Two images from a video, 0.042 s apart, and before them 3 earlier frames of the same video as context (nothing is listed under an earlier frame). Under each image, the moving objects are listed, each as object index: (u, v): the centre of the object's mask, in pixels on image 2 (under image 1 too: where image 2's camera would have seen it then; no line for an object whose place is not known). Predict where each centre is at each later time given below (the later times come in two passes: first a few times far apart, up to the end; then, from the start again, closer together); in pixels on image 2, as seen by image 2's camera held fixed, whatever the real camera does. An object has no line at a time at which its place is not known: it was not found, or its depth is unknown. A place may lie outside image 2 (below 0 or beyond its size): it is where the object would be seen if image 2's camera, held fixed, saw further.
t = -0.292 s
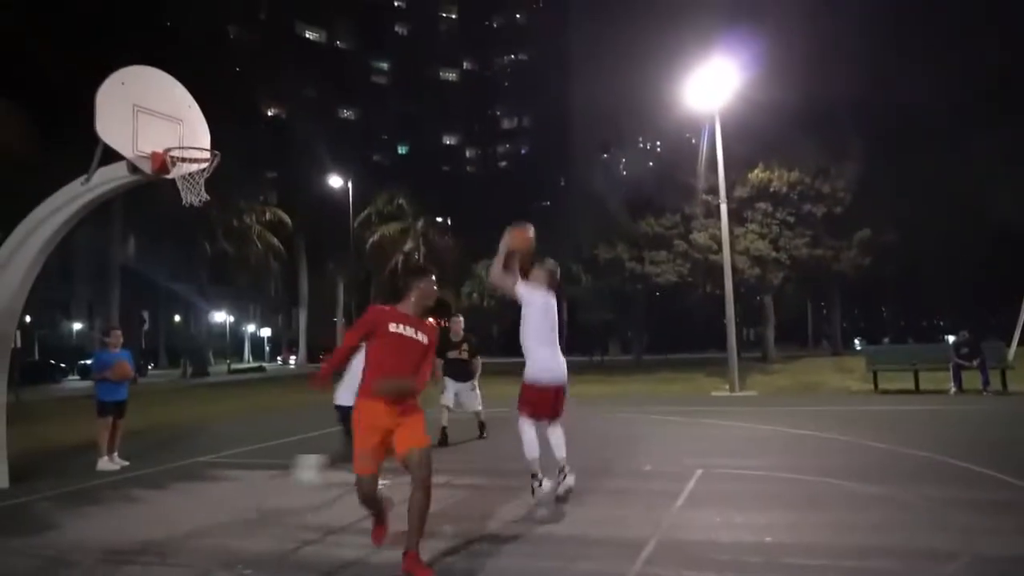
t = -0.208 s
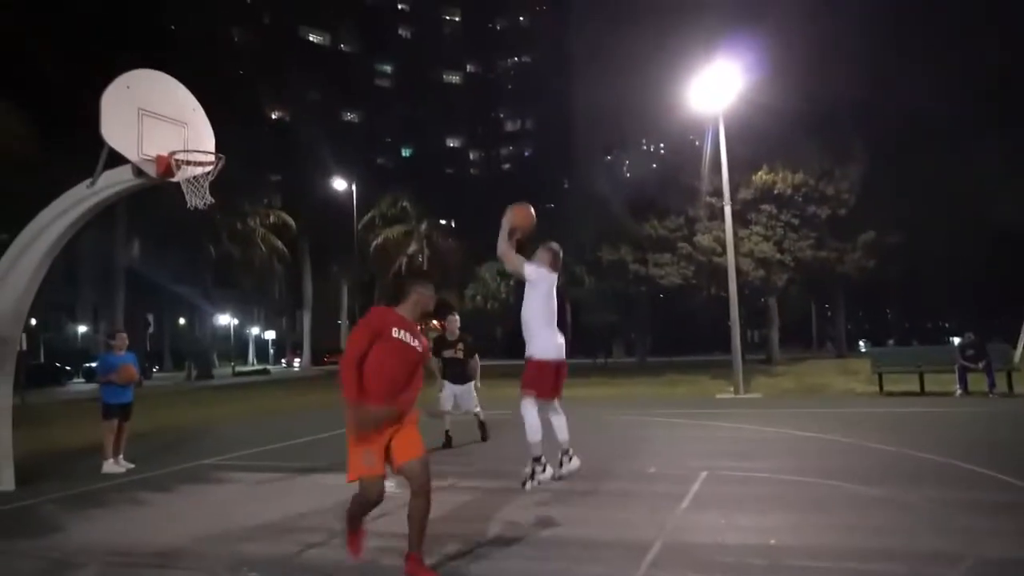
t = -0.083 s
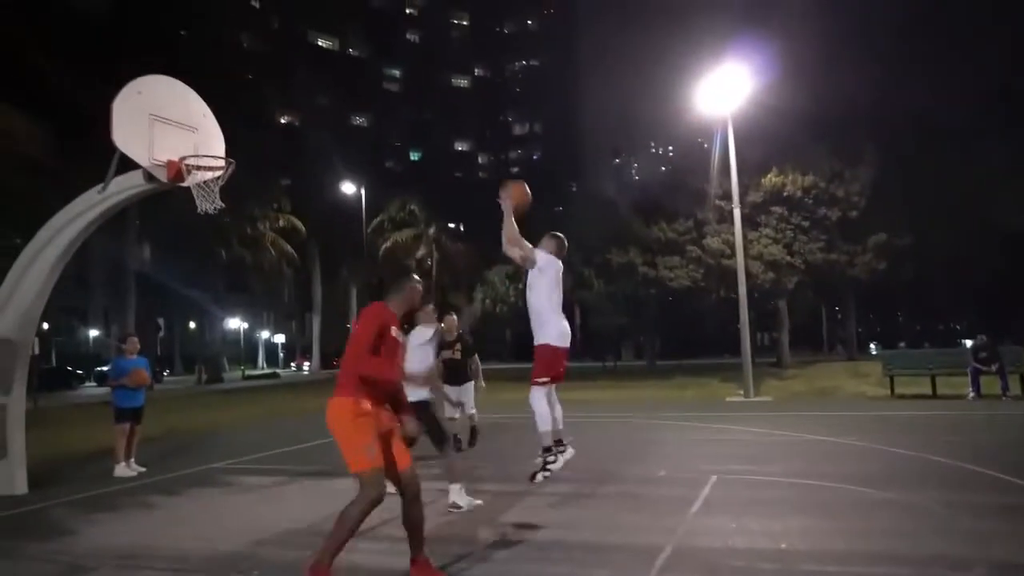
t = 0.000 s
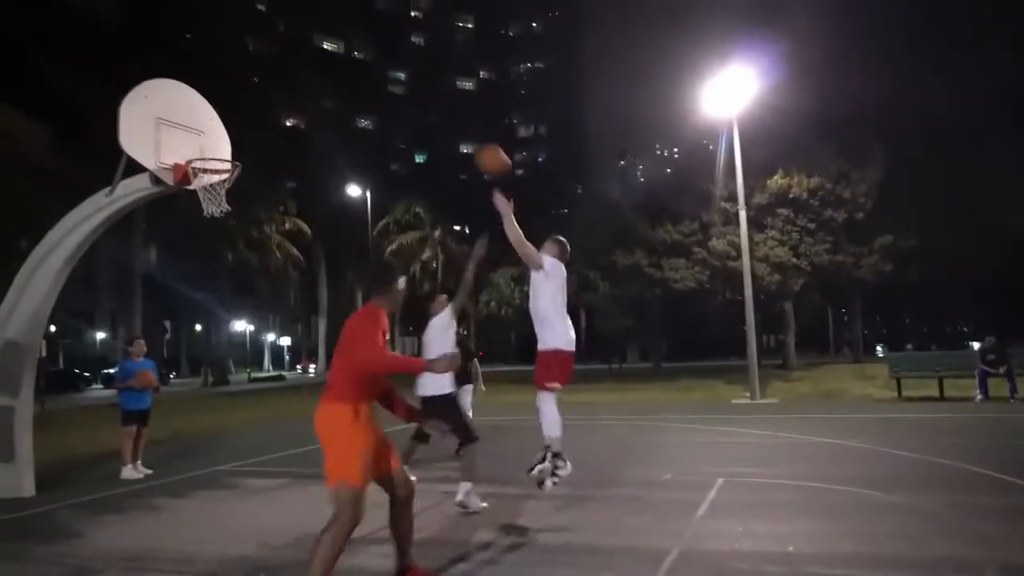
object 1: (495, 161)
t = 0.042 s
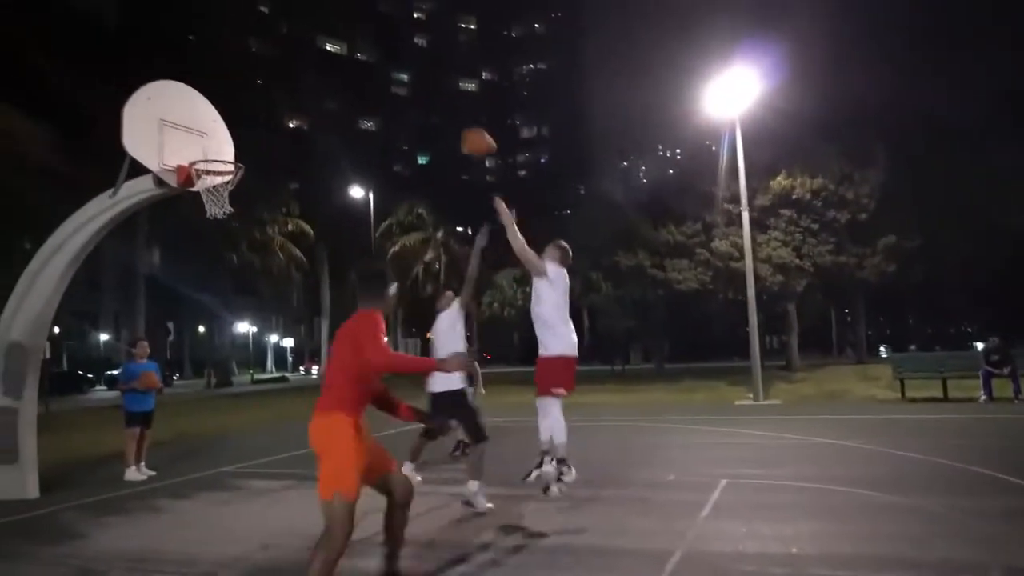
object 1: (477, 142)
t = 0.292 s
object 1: (383, 81)
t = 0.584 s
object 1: (283, 97)
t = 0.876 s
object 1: (195, 198)
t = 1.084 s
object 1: (175, 256)
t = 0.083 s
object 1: (460, 127)
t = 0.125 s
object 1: (444, 113)
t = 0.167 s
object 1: (428, 102)
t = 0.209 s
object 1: (413, 93)
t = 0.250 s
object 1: (396, 85)
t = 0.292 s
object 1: (383, 81)
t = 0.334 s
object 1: (367, 77)
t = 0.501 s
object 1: (310, 83)
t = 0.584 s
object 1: (283, 97)
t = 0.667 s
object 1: (257, 119)
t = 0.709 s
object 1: (245, 131)
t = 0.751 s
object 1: (233, 146)
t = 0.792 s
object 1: (218, 165)
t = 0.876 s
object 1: (195, 198)
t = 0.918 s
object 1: (191, 205)
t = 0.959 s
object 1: (187, 213)
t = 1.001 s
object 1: (184, 226)
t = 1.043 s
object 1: (179, 240)
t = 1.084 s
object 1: (175, 256)
